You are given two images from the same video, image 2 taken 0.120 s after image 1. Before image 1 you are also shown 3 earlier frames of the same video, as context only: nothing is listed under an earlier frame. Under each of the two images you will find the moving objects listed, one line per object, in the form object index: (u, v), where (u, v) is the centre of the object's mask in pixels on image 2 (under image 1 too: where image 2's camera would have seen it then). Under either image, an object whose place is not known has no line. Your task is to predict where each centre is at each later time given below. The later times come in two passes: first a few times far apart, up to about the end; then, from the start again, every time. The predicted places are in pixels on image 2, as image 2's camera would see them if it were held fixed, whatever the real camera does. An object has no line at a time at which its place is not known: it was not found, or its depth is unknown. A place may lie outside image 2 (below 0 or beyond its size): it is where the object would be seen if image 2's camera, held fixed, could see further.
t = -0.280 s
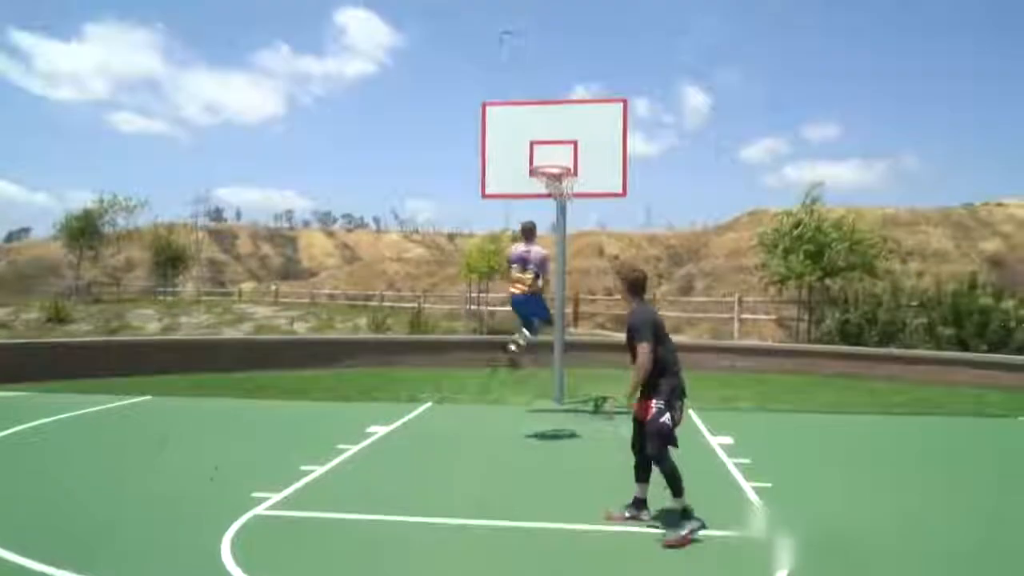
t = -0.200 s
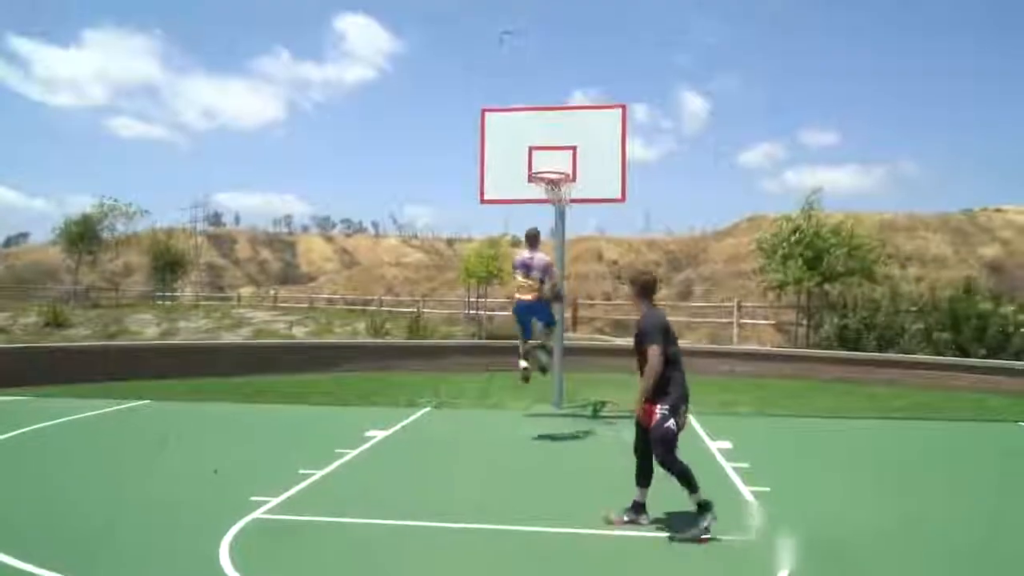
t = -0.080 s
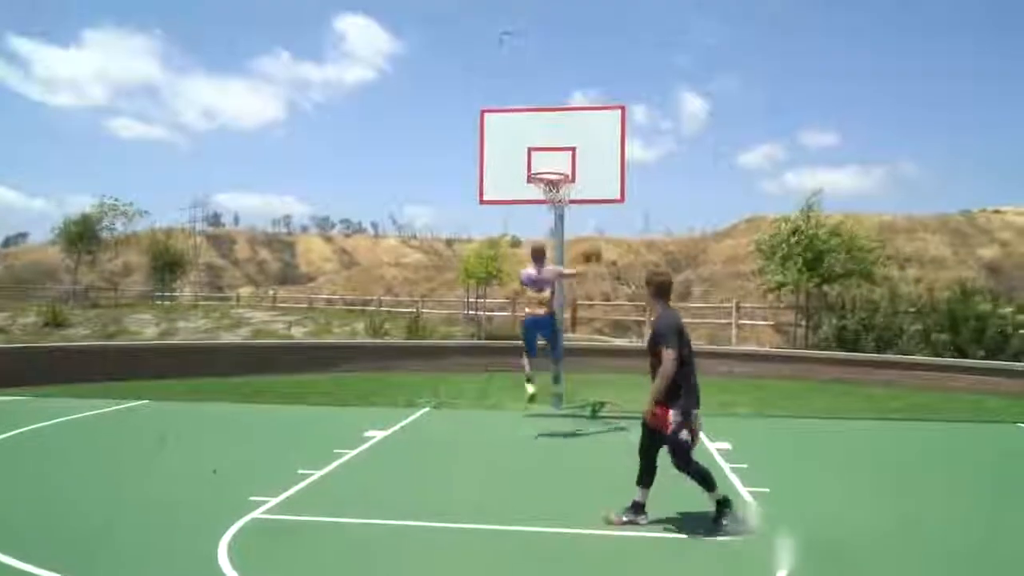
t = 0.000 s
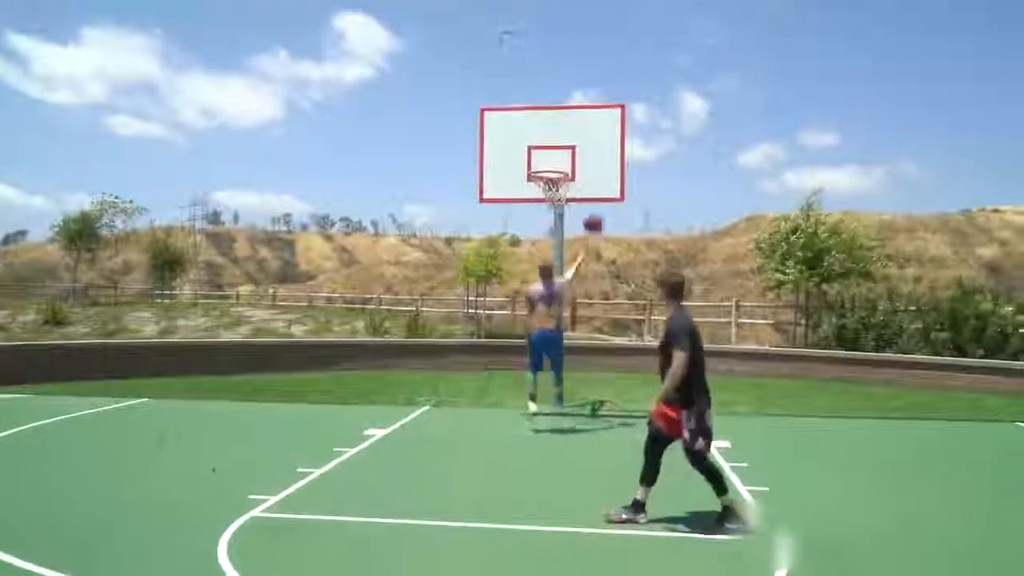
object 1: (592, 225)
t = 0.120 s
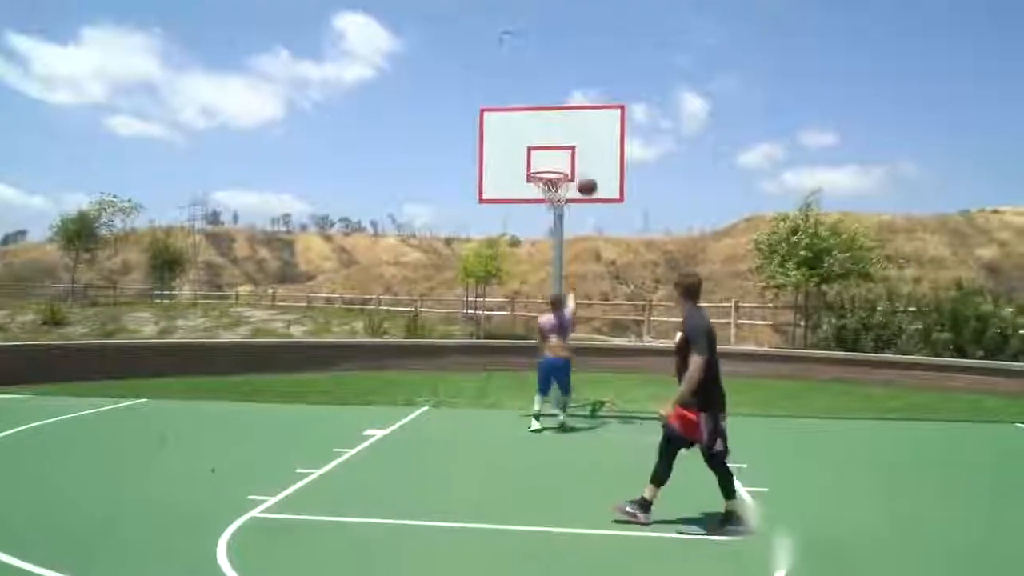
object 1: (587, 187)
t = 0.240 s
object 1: (583, 163)
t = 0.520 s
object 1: (556, 157)
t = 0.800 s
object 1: (548, 167)
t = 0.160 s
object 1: (585, 177)
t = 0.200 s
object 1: (584, 169)
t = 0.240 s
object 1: (583, 163)
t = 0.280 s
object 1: (581, 158)
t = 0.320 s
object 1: (576, 155)
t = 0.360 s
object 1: (572, 152)
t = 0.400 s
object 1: (568, 152)
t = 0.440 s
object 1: (564, 152)
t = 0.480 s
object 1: (561, 154)
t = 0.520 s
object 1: (556, 157)
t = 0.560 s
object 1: (553, 161)
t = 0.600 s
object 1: (550, 164)
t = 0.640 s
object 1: (550, 164)
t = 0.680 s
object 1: (548, 167)
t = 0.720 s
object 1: (548, 166)
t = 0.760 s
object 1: (548, 167)
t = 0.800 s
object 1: (548, 167)
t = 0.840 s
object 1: (548, 167)
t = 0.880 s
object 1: (550, 168)
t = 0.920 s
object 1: (549, 178)
